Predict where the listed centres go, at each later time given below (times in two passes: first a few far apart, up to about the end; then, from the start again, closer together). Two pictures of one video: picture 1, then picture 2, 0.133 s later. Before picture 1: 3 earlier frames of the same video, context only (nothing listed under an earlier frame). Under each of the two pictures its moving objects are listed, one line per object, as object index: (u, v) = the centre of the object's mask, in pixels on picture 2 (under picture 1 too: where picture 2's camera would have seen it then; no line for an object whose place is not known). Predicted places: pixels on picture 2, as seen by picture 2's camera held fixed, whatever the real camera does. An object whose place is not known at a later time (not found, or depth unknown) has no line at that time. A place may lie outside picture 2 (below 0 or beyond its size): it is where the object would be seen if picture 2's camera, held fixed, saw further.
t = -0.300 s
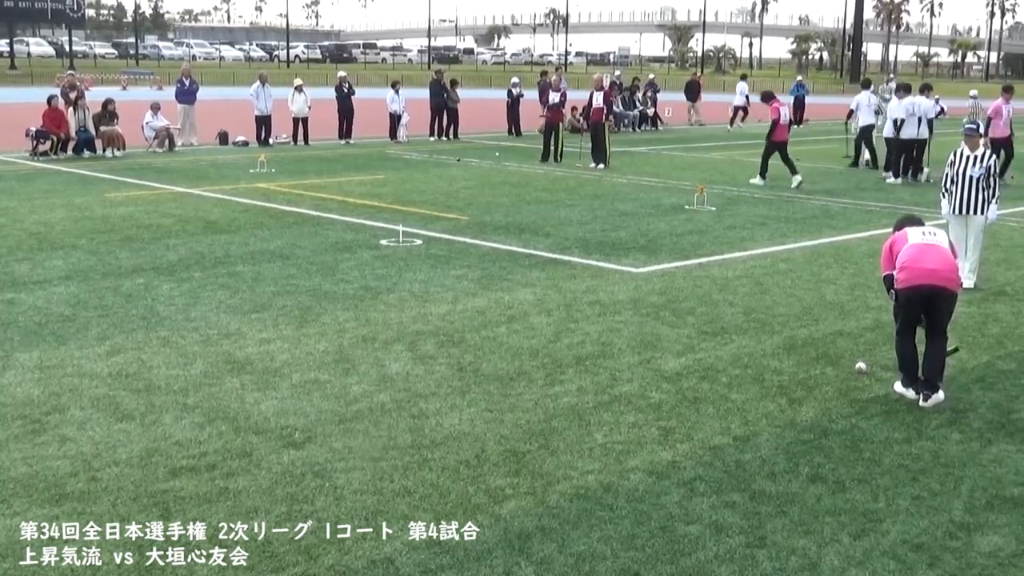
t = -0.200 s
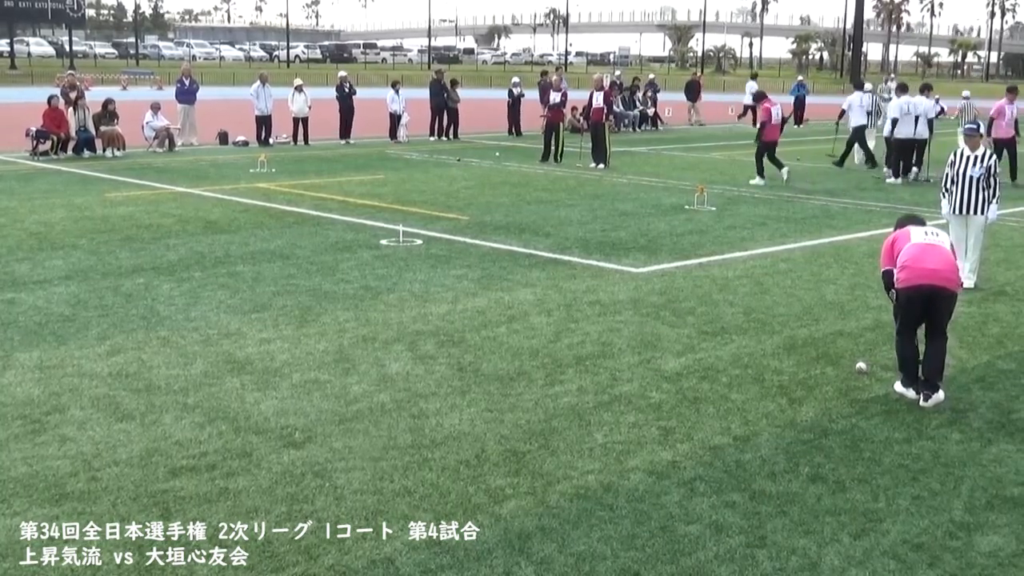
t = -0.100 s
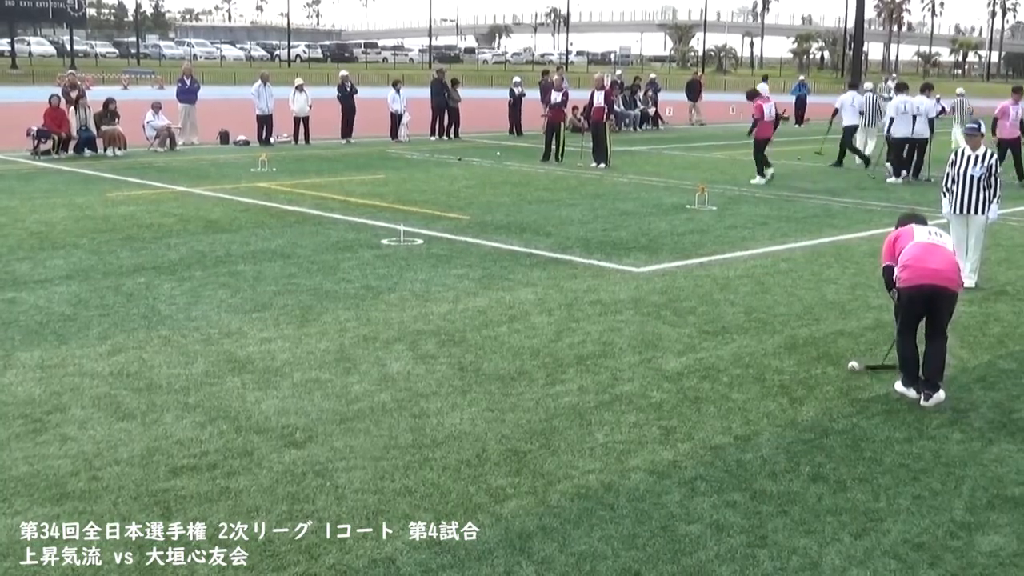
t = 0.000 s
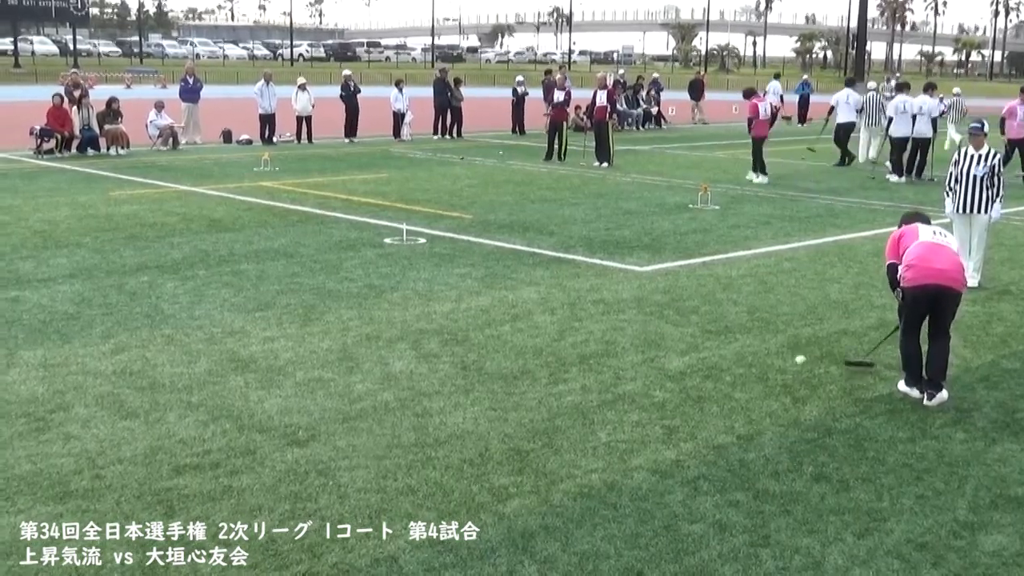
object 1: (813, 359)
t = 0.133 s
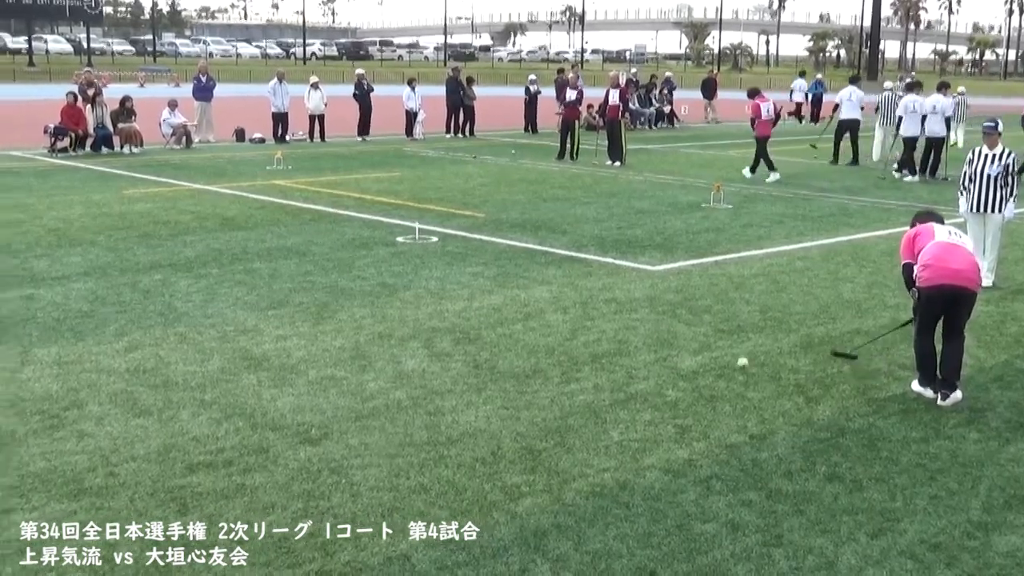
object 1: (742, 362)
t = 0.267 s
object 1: (681, 362)
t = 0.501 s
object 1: (590, 364)
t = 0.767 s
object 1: (490, 365)
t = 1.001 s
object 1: (408, 365)
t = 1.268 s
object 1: (319, 365)
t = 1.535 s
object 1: (237, 366)
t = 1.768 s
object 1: (171, 366)
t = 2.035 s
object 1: (101, 366)
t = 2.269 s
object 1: (46, 367)
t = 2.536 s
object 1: (-12, 367)
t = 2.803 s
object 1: (-63, 368)
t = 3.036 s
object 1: (-102, 369)
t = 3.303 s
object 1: (-140, 369)
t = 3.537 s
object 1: (-166, 369)
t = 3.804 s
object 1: (-191, 368)
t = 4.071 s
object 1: (-205, 370)
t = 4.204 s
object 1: (-210, 369)
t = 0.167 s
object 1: (725, 361)
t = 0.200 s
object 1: (710, 364)
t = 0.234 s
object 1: (694, 365)
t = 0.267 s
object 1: (681, 362)
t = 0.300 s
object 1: (669, 362)
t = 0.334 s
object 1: (655, 364)
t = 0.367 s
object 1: (642, 364)
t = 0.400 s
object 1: (628, 364)
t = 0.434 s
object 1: (615, 363)
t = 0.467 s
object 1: (602, 365)
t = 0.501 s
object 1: (590, 364)
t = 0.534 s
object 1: (576, 364)
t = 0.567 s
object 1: (564, 364)
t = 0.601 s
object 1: (552, 364)
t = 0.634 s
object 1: (538, 365)
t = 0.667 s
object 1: (526, 365)
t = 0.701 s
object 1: (514, 365)
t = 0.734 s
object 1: (501, 365)
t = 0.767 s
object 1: (490, 365)
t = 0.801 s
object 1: (478, 364)
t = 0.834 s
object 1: (466, 364)
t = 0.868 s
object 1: (454, 365)
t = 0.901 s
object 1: (443, 365)
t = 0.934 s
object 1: (431, 365)
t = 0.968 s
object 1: (419, 365)
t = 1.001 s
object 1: (408, 365)
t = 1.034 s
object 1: (397, 364)
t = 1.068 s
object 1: (385, 365)
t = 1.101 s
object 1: (374, 365)
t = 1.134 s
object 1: (363, 365)
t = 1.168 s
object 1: (351, 365)
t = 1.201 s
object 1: (341, 365)
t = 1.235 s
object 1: (330, 365)
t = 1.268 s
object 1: (319, 365)
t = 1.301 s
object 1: (309, 365)
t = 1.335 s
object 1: (298, 366)
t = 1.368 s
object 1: (288, 365)
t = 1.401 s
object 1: (278, 366)
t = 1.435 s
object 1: (267, 366)
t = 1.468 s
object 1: (257, 366)
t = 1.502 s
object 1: (247, 366)
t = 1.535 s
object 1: (237, 366)
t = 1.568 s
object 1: (227, 366)
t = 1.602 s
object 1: (217, 365)
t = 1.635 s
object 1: (208, 366)
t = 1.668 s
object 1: (199, 366)
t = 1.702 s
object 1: (189, 366)
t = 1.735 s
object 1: (180, 366)
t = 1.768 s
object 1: (171, 366)
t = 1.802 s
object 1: (162, 365)
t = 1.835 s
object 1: (152, 366)
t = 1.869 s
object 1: (144, 366)
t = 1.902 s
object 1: (134, 366)
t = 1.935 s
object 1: (126, 366)
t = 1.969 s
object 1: (118, 366)
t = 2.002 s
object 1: (110, 366)
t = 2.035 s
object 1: (101, 366)
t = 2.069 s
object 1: (93, 366)
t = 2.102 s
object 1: (85, 367)
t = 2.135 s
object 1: (77, 367)
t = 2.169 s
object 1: (69, 366)
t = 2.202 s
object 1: (61, 367)
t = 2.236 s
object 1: (53, 367)
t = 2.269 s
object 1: (46, 367)
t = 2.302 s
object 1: (37, 367)
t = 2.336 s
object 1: (31, 367)
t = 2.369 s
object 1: (23, 367)
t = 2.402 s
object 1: (16, 367)
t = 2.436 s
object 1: (9, 367)
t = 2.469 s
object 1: (2, 367)
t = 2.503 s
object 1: (-5, 367)
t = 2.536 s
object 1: (-12, 367)
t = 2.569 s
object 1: (-19, 368)
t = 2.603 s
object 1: (-26, 368)
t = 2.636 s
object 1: (-32, 368)
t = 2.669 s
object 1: (-39, 368)
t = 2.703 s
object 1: (-45, 368)
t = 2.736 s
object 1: (-51, 368)
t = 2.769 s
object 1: (-57, 368)
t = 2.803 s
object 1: (-63, 368)
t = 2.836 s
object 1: (-69, 368)
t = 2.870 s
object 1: (-75, 368)
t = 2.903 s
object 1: (-81, 368)
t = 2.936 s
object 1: (-86, 368)
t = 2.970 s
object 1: (-92, 368)
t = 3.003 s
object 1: (-97, 368)
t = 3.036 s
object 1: (-102, 369)
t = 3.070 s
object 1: (-107, 369)
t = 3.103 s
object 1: (-113, 369)
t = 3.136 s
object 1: (-117, 369)
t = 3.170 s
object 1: (-122, 369)
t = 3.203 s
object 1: (-127, 368)
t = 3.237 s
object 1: (-132, 369)
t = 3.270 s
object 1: (-136, 369)
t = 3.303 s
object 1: (-140, 369)
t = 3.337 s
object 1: (-145, 369)
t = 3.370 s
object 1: (-149, 369)
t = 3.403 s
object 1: (-153, 369)
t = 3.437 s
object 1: (-156, 369)
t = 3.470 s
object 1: (-160, 369)
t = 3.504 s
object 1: (-163, 369)
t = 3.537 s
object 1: (-166, 369)
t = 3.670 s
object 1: (-183, 374)
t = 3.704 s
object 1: (-181, 371)
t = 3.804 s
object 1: (-191, 368)
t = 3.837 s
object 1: (-193, 369)
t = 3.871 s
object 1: (-196, 370)
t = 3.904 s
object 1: (-197, 369)
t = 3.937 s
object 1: (-199, 370)
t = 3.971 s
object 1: (-201, 370)
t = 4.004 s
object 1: (-202, 370)
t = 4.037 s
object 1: (-203, 370)
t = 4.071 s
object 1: (-205, 370)
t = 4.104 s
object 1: (-206, 370)
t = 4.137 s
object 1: (-207, 369)
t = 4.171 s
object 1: (-209, 369)
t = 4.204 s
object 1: (-210, 369)
